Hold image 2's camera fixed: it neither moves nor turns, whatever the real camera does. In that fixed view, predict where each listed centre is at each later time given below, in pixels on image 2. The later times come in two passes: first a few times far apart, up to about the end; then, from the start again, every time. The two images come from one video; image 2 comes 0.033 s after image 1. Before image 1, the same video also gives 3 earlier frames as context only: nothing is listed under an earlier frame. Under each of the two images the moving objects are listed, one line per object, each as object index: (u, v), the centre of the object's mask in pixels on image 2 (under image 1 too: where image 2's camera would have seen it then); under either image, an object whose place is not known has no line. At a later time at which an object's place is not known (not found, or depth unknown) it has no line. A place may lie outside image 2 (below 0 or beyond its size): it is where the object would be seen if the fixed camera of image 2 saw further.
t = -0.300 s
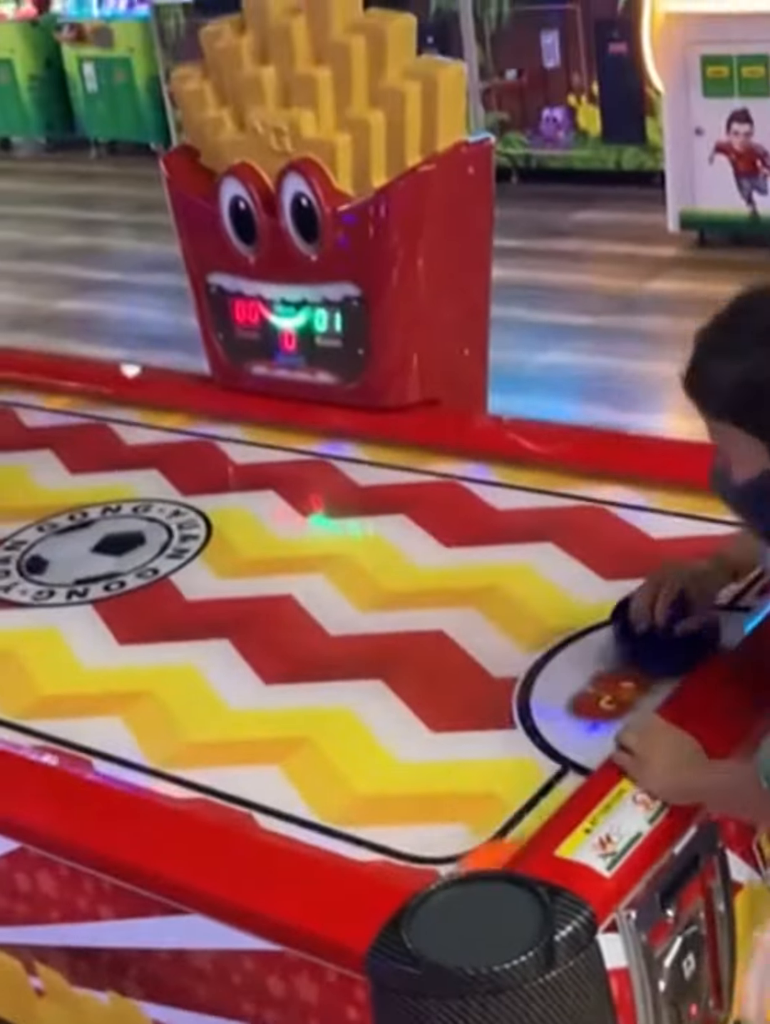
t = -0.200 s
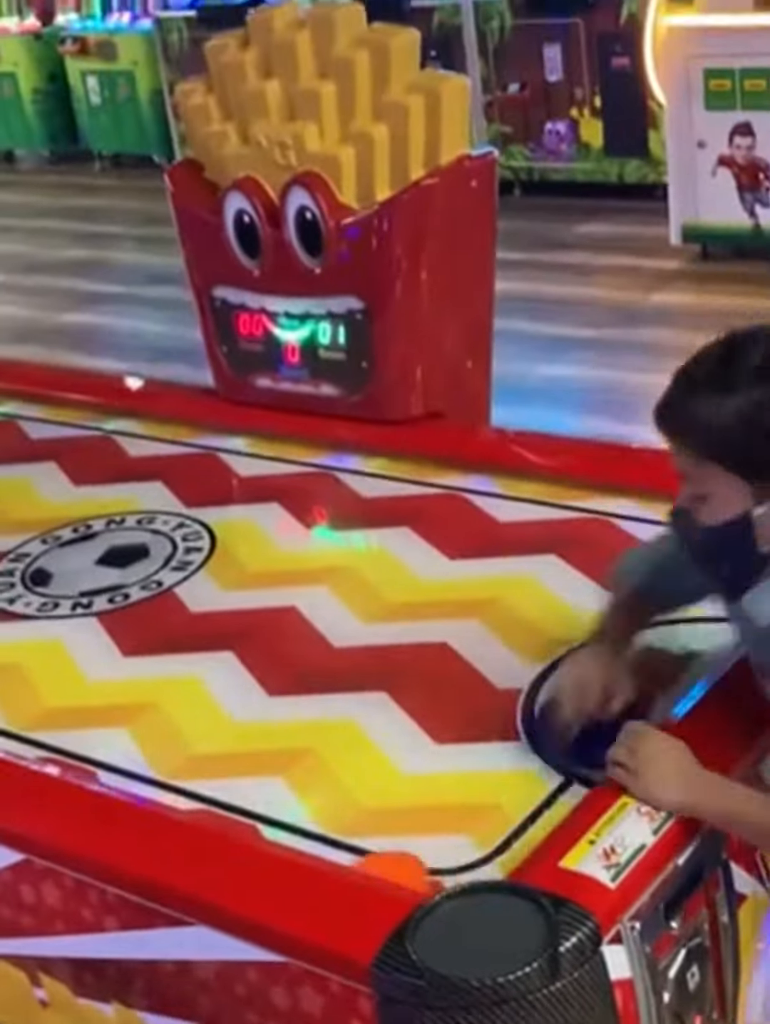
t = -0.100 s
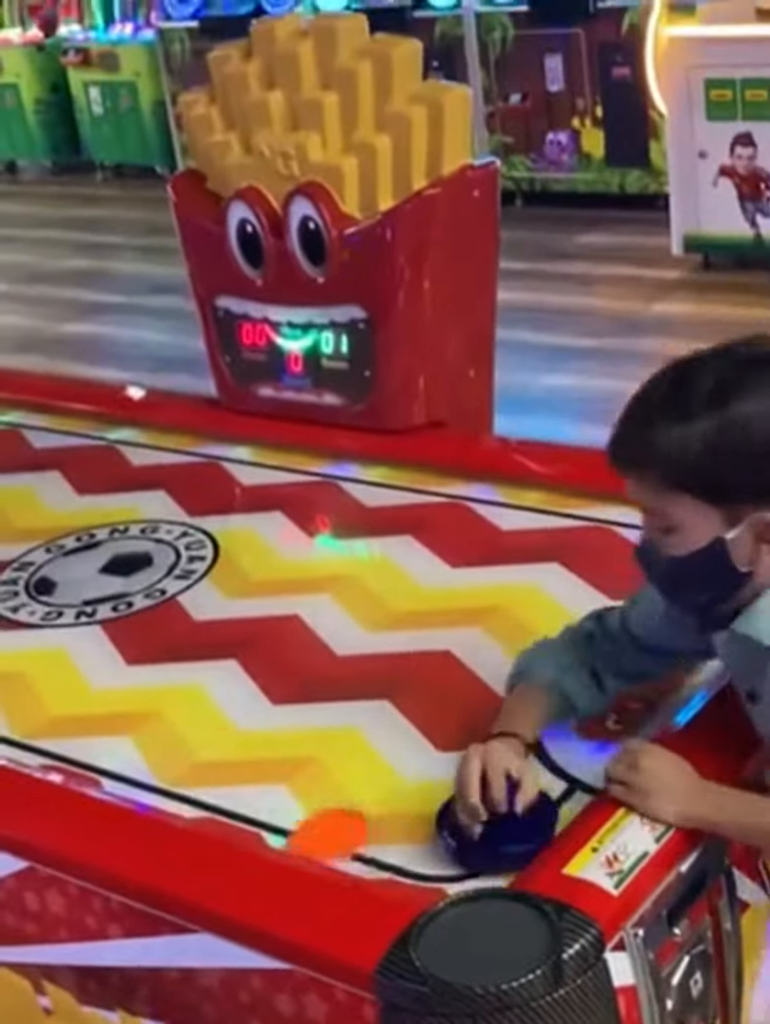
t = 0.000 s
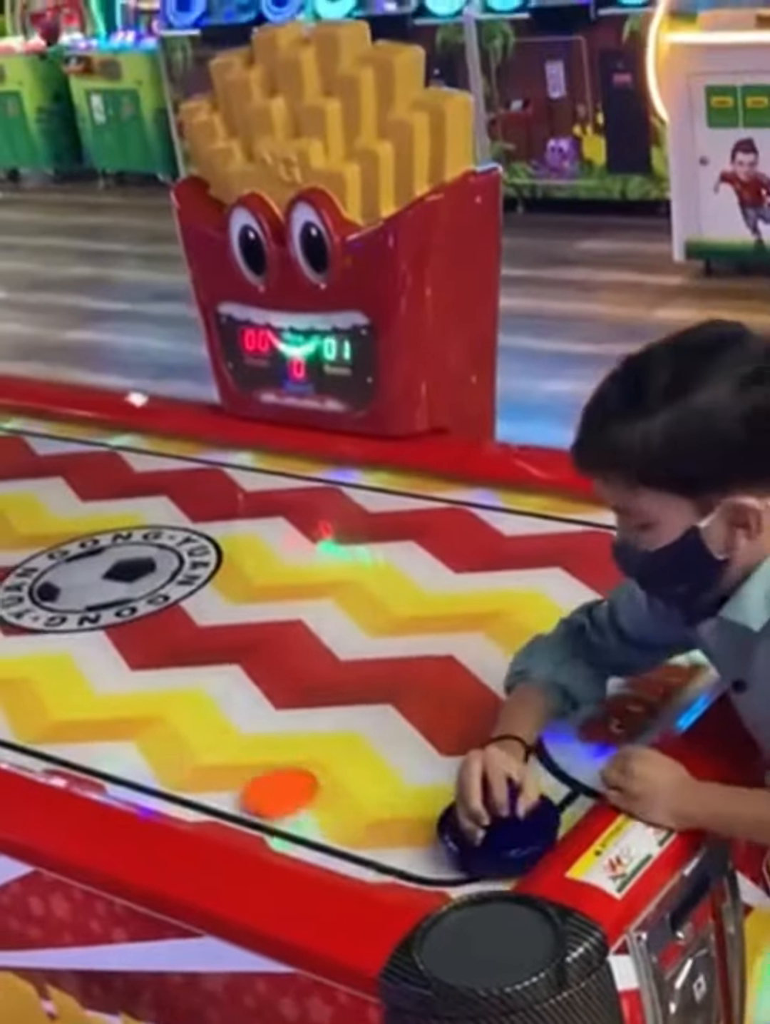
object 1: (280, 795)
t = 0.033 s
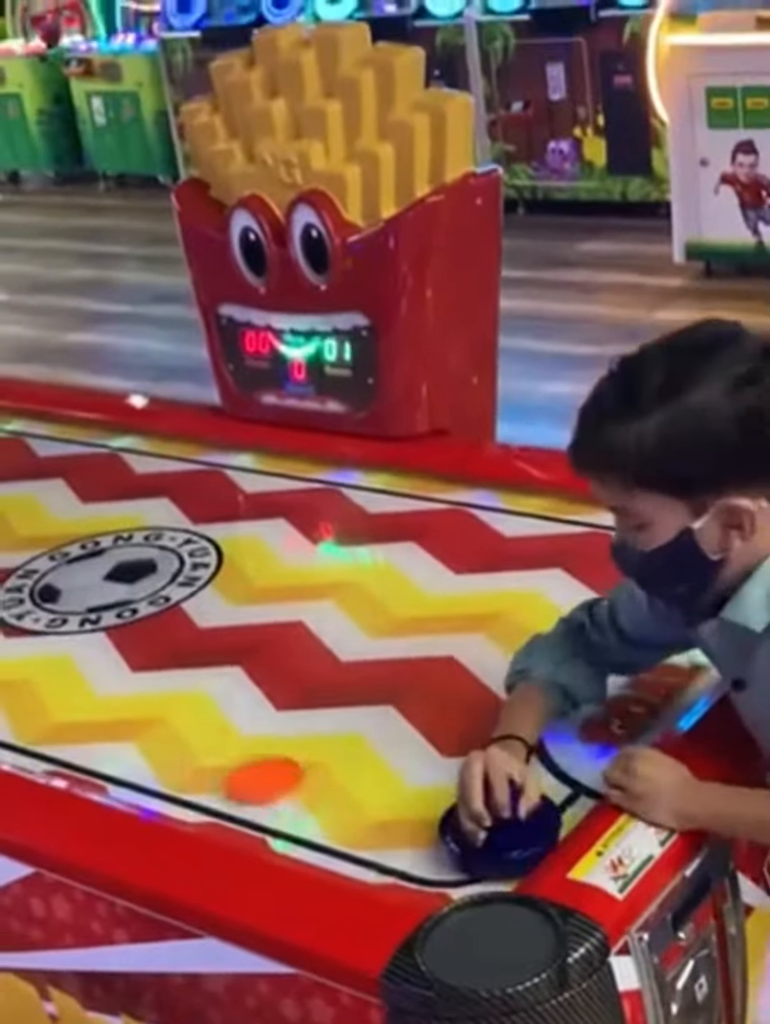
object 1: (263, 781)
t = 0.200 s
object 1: (186, 718)
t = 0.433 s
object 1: (89, 651)
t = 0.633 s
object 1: (17, 602)
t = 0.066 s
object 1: (246, 768)
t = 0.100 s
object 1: (230, 755)
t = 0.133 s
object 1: (216, 742)
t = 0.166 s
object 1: (200, 729)
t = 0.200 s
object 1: (186, 718)
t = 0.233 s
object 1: (170, 707)
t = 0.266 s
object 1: (157, 697)
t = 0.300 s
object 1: (143, 687)
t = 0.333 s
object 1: (129, 677)
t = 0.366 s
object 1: (115, 667)
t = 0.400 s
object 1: (103, 658)
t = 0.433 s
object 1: (89, 651)
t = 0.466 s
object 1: (78, 642)
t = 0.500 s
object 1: (65, 632)
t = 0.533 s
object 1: (53, 624)
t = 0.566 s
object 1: (41, 617)
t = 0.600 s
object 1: (28, 609)
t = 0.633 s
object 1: (17, 602)
